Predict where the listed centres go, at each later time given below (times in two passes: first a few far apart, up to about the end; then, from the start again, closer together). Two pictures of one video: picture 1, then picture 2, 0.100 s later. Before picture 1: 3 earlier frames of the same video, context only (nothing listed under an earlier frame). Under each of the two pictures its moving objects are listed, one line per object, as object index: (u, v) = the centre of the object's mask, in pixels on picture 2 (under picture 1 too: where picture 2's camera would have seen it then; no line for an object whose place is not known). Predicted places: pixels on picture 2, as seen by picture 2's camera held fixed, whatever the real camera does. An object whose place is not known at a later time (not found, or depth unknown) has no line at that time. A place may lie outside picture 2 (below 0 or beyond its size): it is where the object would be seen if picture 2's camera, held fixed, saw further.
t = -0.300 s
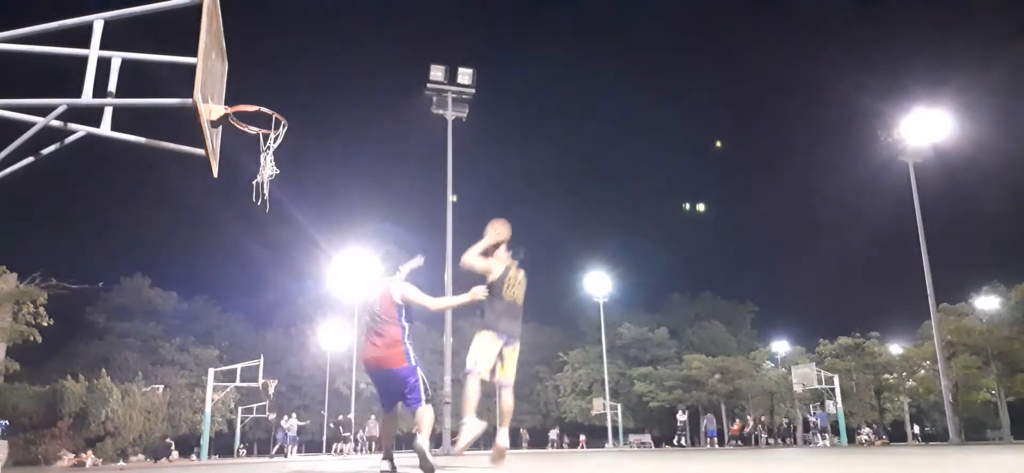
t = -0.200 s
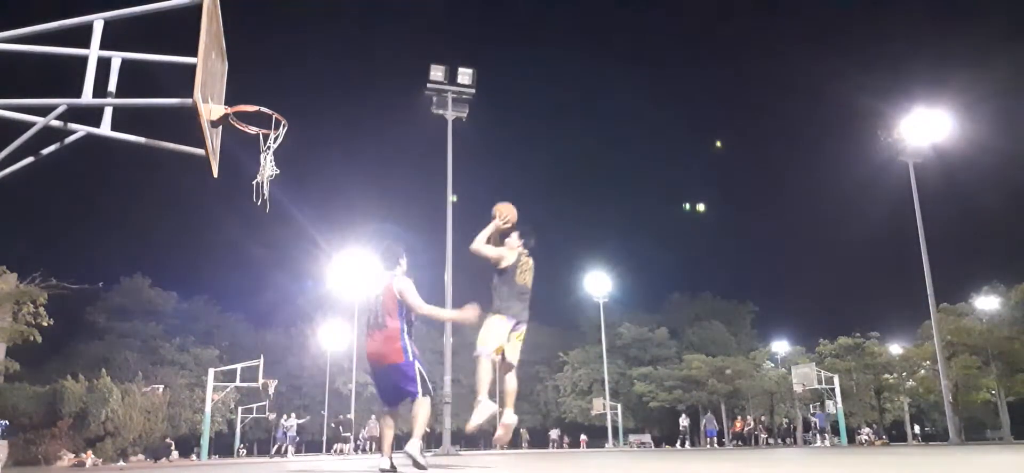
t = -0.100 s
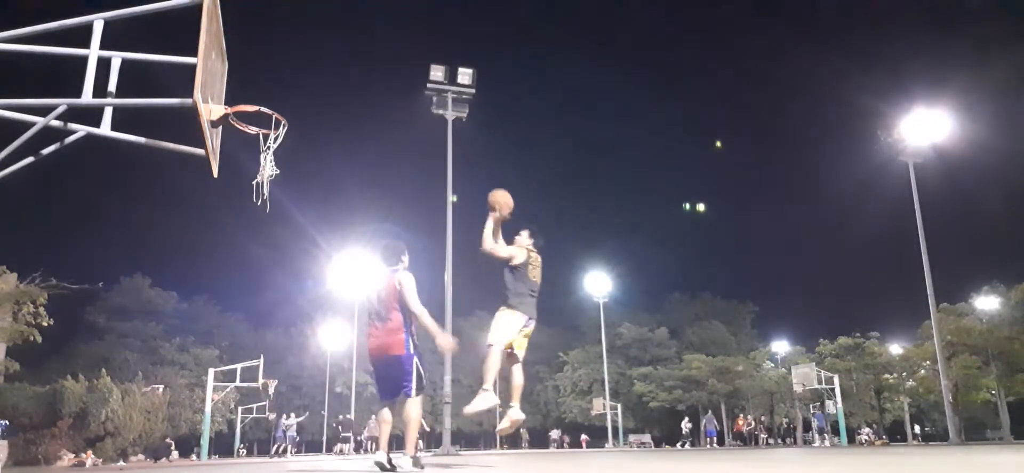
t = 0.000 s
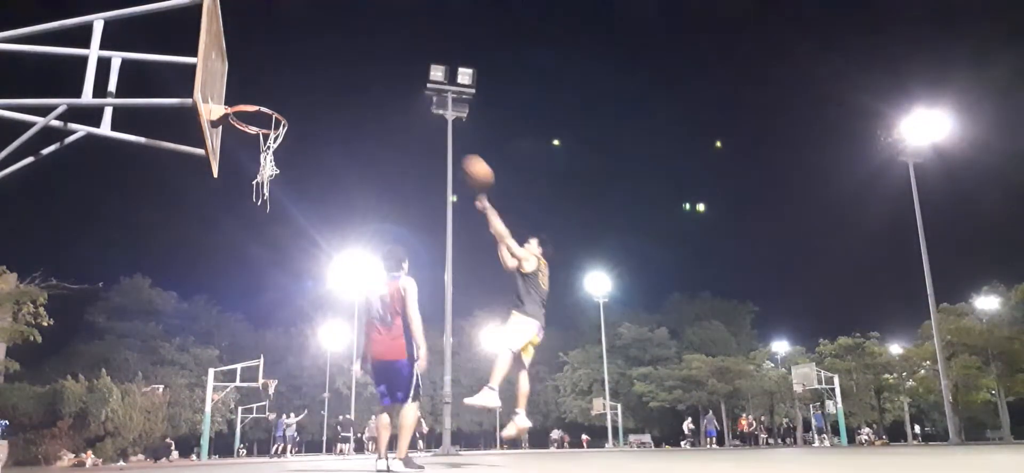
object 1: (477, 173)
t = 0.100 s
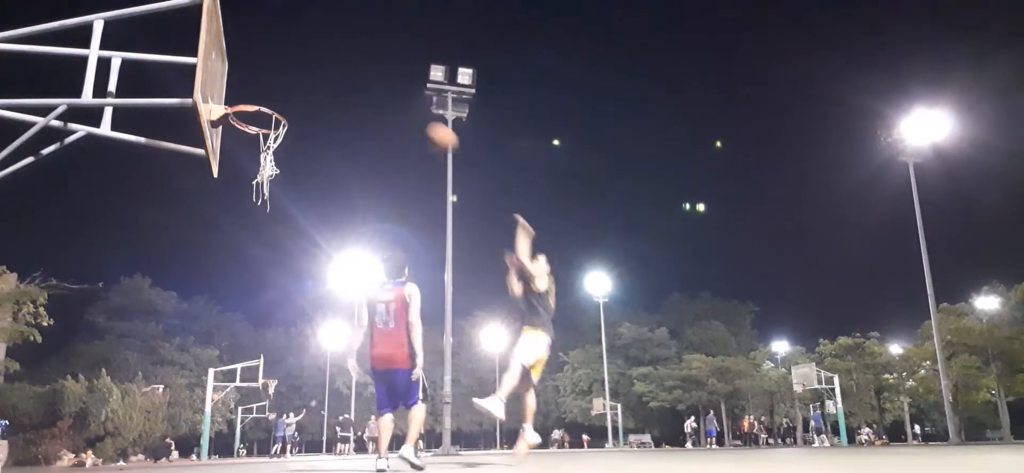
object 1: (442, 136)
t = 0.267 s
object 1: (381, 103)
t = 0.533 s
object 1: (281, 101)
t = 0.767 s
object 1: (246, 103)
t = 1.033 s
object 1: (251, 114)
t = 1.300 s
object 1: (254, 154)
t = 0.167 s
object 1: (418, 121)
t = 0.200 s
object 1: (405, 114)
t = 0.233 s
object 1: (393, 109)
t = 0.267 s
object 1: (381, 103)
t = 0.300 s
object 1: (369, 100)
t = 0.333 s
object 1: (357, 97)
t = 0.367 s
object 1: (344, 95)
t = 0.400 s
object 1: (331, 95)
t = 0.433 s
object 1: (318, 95)
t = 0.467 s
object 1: (306, 97)
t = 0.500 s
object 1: (292, 100)
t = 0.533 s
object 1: (281, 101)
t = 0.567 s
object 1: (275, 100)
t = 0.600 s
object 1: (269, 98)
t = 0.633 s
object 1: (263, 97)
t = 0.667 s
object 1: (258, 98)
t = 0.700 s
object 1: (253, 101)
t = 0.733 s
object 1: (249, 102)
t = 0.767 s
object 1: (246, 103)
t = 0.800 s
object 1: (245, 105)
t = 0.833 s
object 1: (244, 106)
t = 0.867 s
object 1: (244, 106)
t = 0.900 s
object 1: (245, 111)
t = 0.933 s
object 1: (245, 111)
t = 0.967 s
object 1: (248, 111)
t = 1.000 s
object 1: (249, 113)
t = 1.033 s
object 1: (251, 114)
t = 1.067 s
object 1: (253, 117)
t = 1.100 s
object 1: (255, 118)
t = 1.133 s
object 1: (256, 119)
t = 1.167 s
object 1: (257, 120)
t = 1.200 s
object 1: (258, 132)
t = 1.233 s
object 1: (256, 137)
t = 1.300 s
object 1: (254, 154)
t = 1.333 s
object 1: (254, 162)
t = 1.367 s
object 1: (253, 170)
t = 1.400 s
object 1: (264, 189)
